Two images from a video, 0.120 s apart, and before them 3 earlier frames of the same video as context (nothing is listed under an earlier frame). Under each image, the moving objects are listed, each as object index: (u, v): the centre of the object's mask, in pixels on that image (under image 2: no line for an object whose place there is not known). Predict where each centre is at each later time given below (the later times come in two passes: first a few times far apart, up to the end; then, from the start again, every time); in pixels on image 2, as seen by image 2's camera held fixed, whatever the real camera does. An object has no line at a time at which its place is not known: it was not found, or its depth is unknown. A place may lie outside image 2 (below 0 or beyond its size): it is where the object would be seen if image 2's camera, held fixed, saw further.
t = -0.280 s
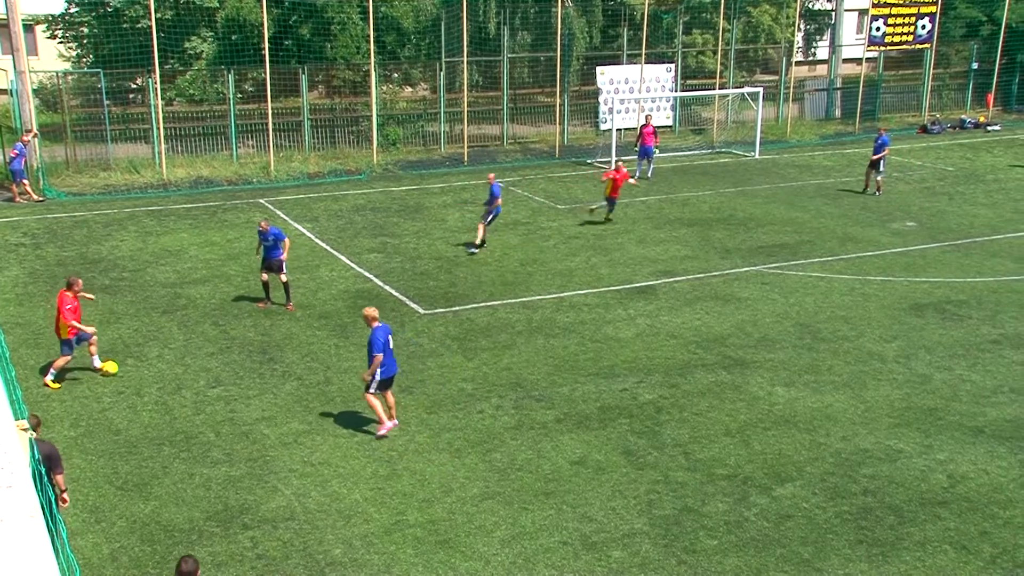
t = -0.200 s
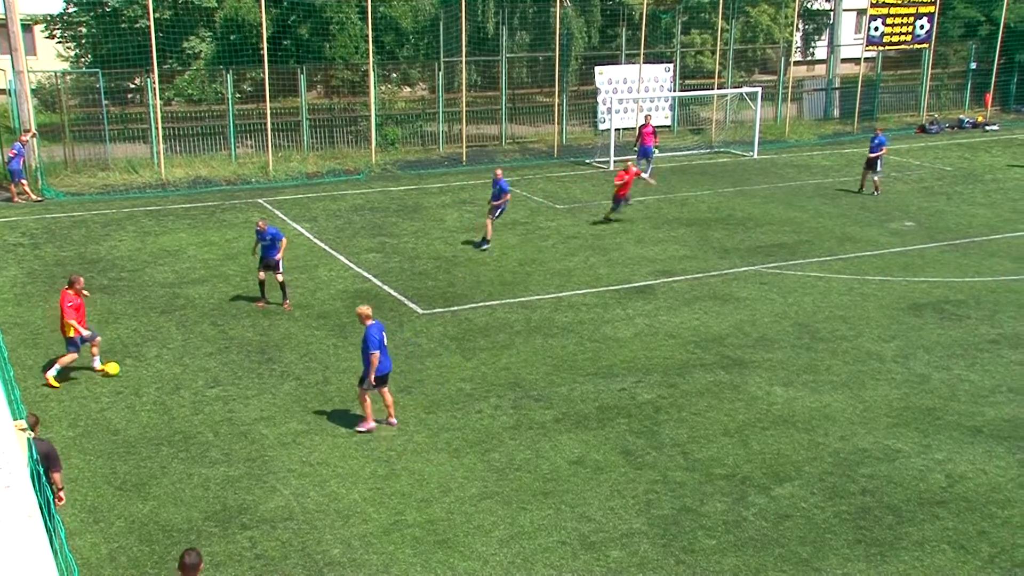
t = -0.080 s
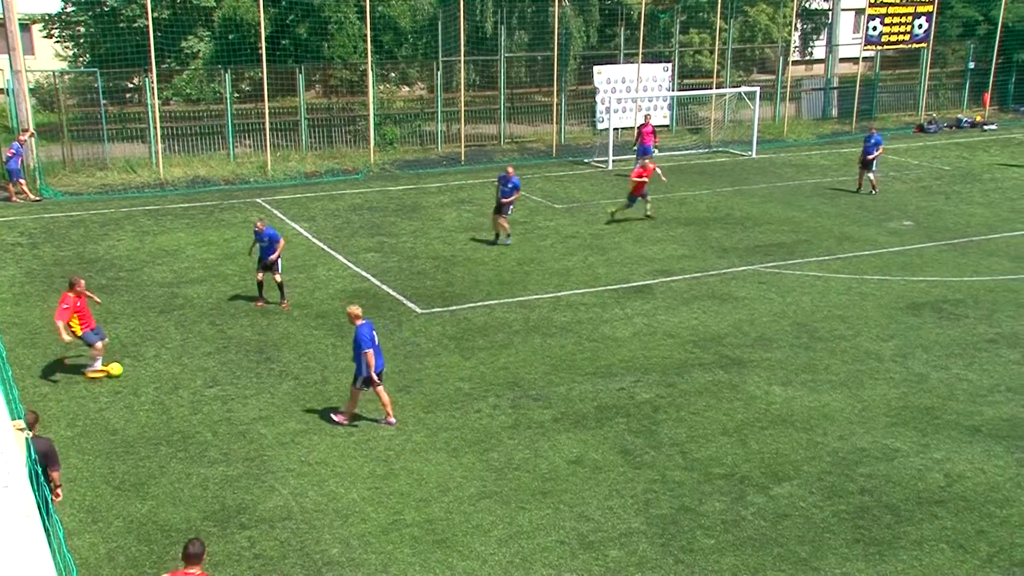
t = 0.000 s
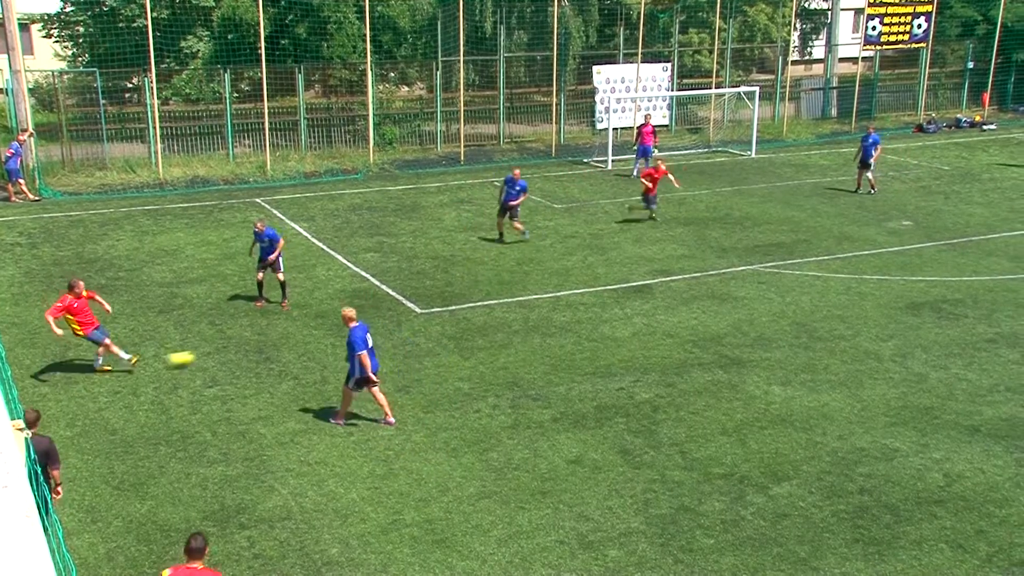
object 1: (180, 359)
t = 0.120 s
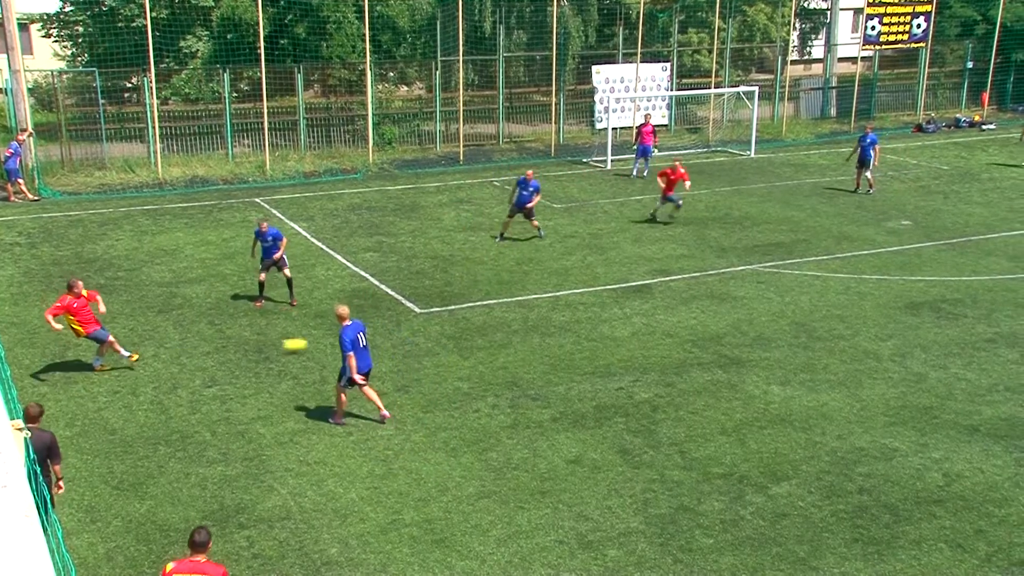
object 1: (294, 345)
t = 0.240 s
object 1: (393, 334)
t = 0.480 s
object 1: (551, 318)
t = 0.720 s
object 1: (666, 301)
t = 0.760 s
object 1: (683, 302)
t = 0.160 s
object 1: (327, 343)
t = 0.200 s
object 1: (371, 337)
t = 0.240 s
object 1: (393, 334)
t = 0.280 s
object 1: (421, 330)
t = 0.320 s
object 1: (449, 326)
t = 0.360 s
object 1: (477, 324)
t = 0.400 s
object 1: (503, 323)
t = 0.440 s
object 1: (529, 322)
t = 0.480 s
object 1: (551, 318)
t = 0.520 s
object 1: (572, 312)
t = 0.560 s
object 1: (591, 308)
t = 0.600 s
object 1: (610, 304)
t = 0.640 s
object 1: (629, 302)
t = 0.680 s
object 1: (648, 301)
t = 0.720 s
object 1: (666, 301)
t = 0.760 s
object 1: (683, 302)
